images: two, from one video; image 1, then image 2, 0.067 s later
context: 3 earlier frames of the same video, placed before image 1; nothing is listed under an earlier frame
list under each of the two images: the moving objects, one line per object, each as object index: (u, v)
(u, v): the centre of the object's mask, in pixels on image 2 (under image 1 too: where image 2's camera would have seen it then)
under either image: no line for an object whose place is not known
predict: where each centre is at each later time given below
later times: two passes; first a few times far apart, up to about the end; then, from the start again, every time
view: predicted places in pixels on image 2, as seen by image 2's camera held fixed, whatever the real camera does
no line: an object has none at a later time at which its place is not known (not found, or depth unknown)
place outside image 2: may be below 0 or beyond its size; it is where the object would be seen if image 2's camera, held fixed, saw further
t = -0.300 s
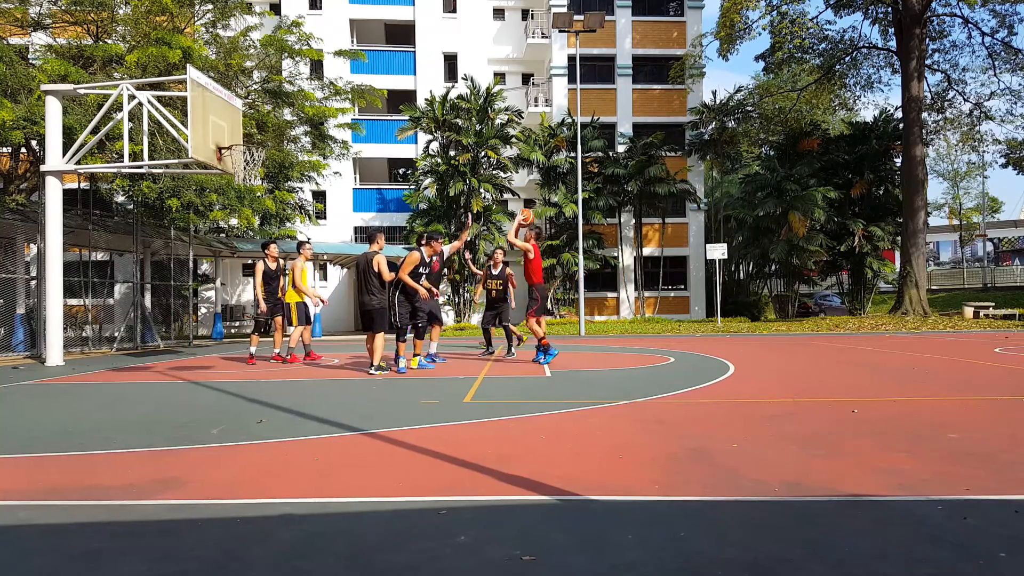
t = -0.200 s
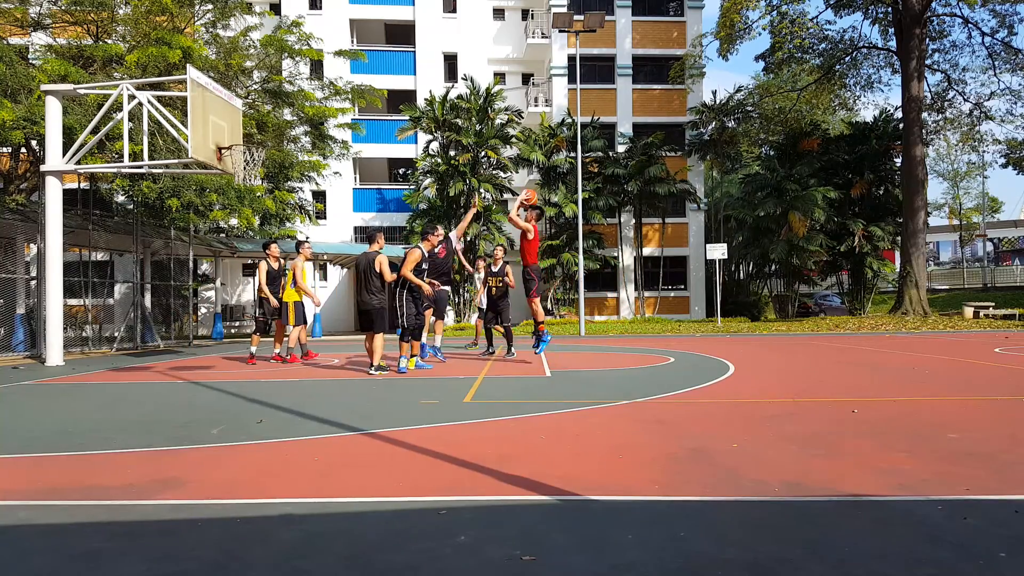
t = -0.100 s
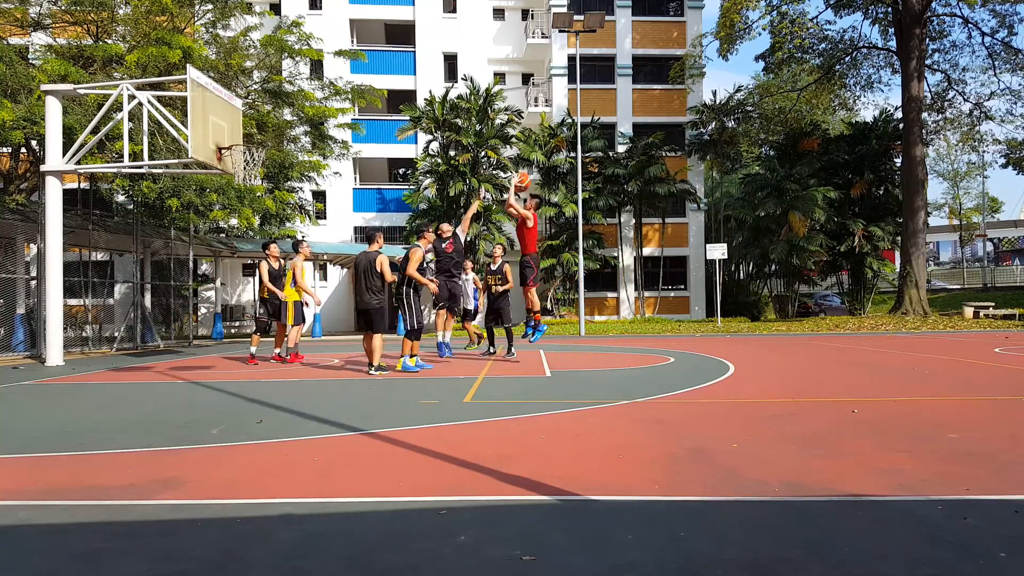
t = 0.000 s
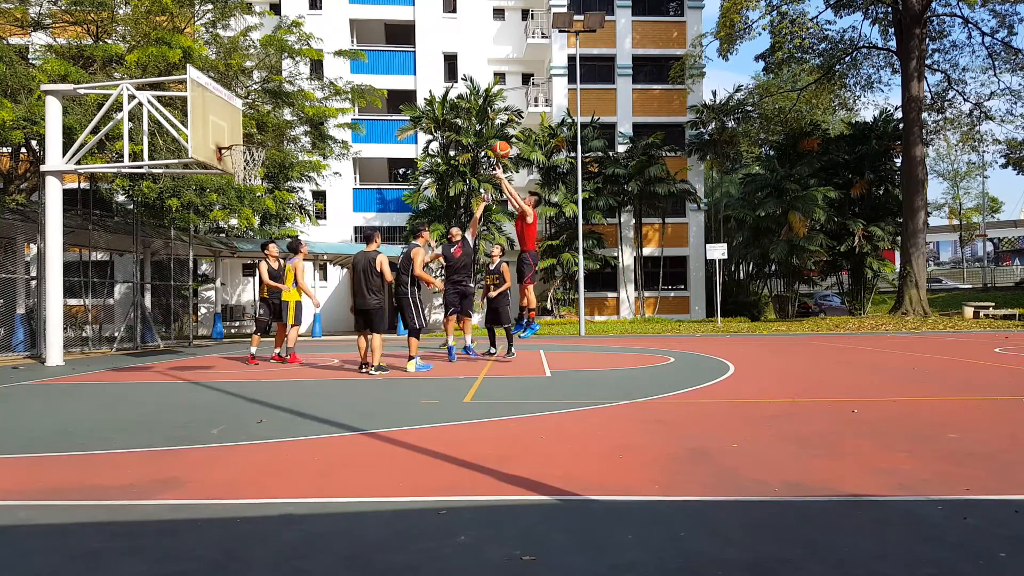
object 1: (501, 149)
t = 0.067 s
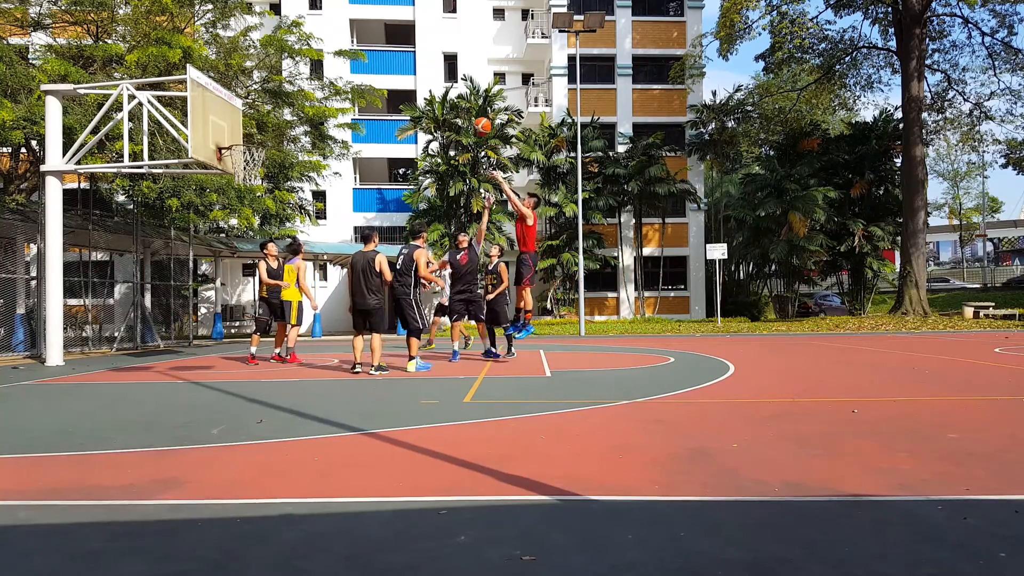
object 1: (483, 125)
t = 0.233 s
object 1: (436, 83)
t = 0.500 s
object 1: (366, 55)
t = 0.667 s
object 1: (324, 65)
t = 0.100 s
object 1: (473, 116)
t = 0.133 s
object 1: (464, 107)
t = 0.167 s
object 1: (455, 98)
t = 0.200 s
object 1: (445, 90)
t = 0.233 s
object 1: (436, 83)
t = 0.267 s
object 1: (427, 77)
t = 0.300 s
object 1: (418, 71)
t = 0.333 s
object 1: (409, 67)
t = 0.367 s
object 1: (400, 63)
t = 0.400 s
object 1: (392, 59)
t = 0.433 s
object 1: (383, 57)
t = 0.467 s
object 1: (375, 56)
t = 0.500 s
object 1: (366, 55)
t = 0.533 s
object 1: (358, 56)
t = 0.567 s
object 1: (349, 57)
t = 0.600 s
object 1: (341, 59)
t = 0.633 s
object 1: (332, 62)
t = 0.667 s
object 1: (324, 65)
